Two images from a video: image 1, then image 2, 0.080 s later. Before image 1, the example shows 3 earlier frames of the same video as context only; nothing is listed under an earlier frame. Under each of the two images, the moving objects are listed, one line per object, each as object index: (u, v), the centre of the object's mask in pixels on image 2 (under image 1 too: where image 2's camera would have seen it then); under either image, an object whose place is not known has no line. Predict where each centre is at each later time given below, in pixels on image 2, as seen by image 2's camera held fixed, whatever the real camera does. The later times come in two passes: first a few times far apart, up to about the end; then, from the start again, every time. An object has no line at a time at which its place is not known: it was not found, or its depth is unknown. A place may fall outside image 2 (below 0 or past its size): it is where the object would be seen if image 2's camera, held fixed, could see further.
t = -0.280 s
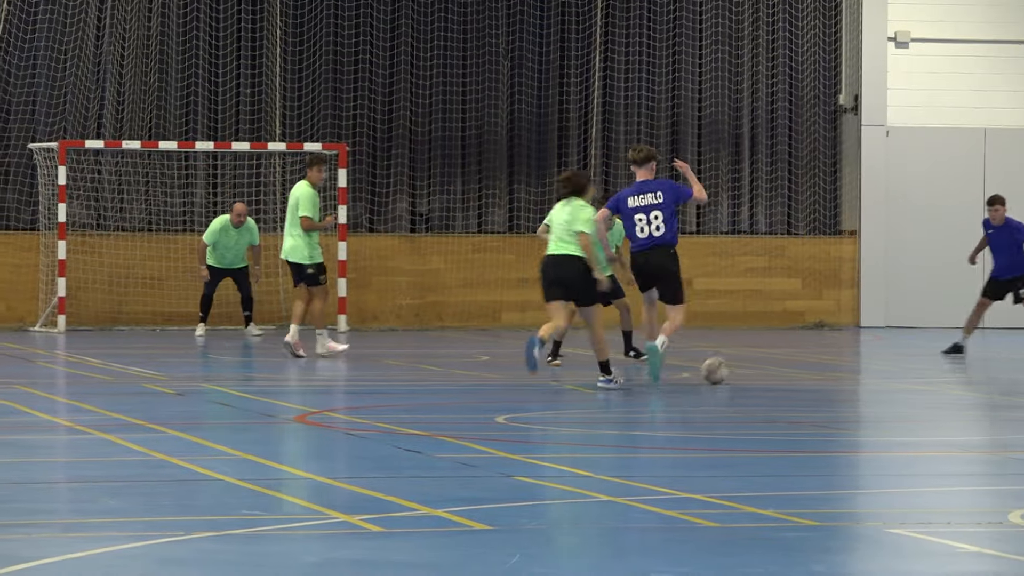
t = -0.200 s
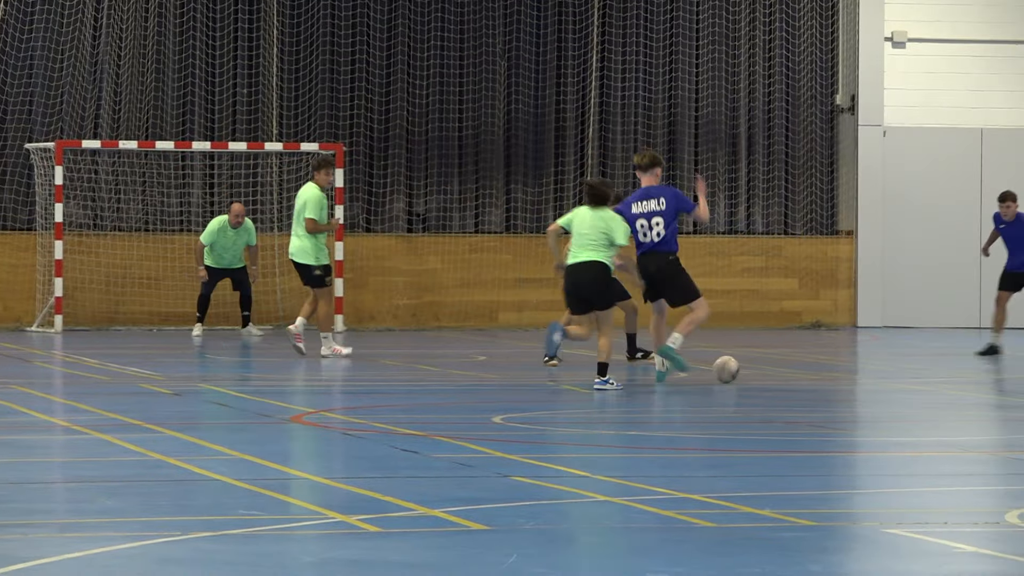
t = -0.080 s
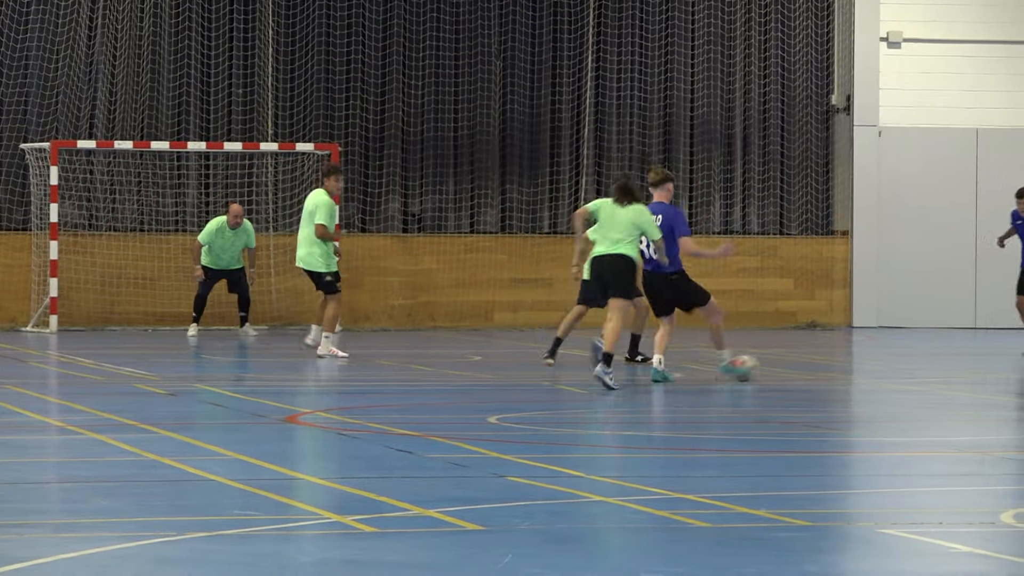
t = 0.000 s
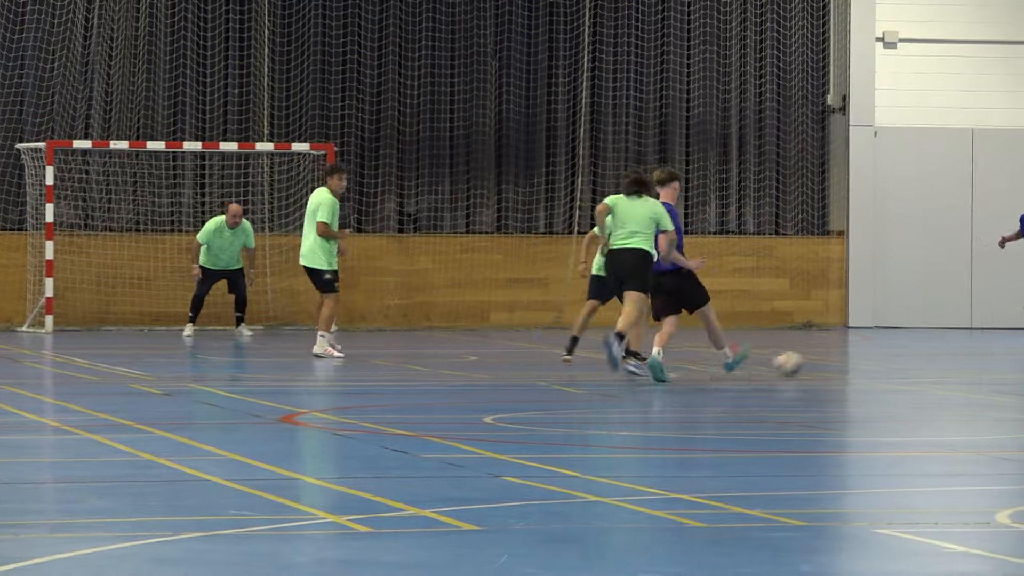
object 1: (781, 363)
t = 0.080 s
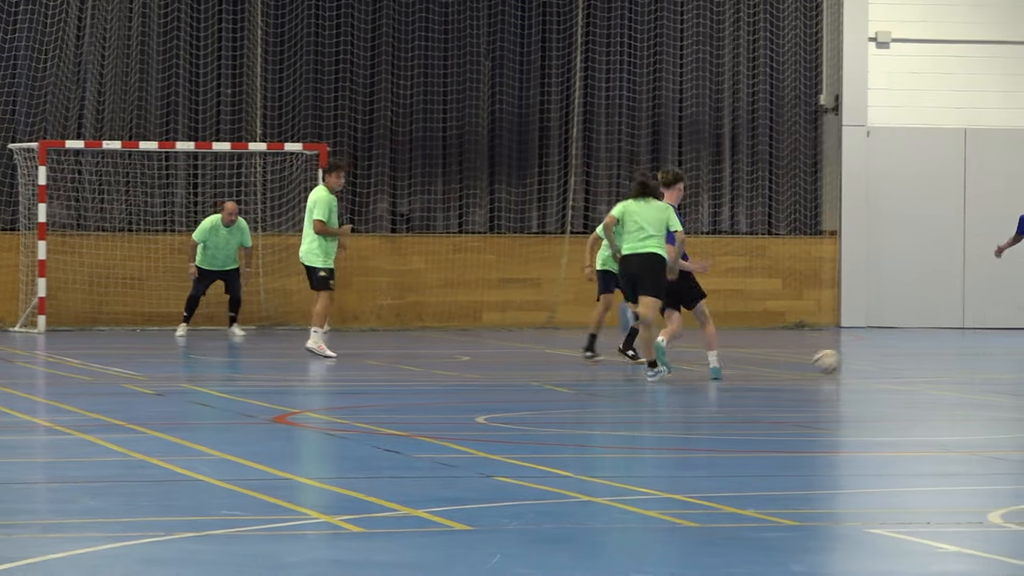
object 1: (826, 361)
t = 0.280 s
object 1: (924, 356)
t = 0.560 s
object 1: (1030, 350)
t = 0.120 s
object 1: (848, 361)
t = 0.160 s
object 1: (869, 360)
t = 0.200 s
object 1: (888, 358)
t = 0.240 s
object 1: (906, 358)
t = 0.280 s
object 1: (924, 356)
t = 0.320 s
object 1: (941, 356)
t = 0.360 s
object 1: (957, 355)
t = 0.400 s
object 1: (973, 353)
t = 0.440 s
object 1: (988, 352)
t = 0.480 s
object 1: (1003, 351)
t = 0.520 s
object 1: (1017, 350)
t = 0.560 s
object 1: (1030, 350)
